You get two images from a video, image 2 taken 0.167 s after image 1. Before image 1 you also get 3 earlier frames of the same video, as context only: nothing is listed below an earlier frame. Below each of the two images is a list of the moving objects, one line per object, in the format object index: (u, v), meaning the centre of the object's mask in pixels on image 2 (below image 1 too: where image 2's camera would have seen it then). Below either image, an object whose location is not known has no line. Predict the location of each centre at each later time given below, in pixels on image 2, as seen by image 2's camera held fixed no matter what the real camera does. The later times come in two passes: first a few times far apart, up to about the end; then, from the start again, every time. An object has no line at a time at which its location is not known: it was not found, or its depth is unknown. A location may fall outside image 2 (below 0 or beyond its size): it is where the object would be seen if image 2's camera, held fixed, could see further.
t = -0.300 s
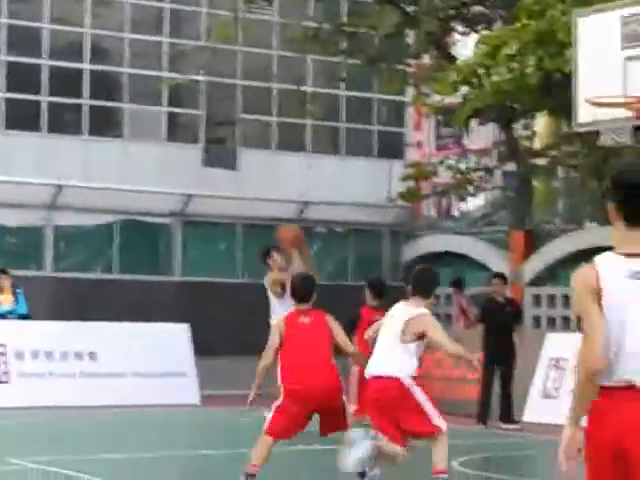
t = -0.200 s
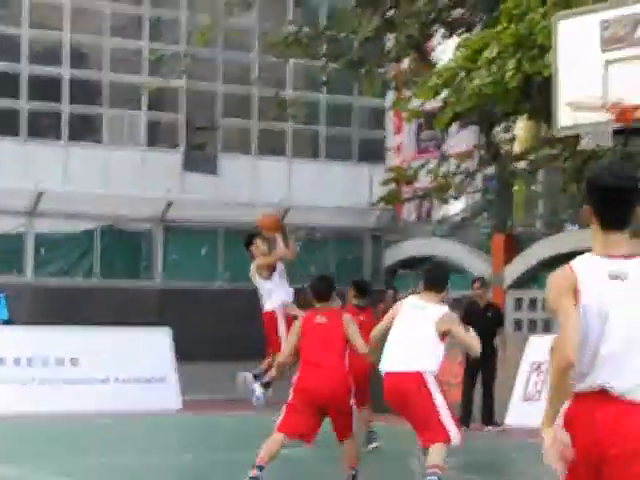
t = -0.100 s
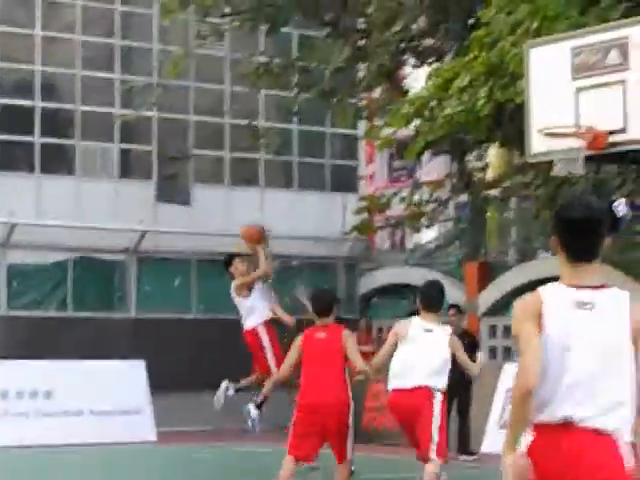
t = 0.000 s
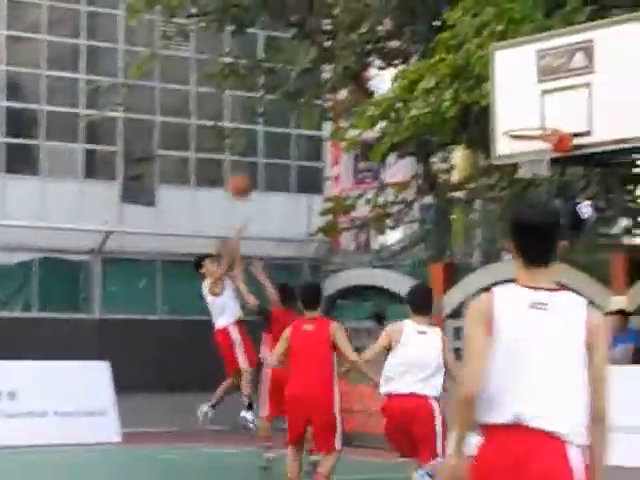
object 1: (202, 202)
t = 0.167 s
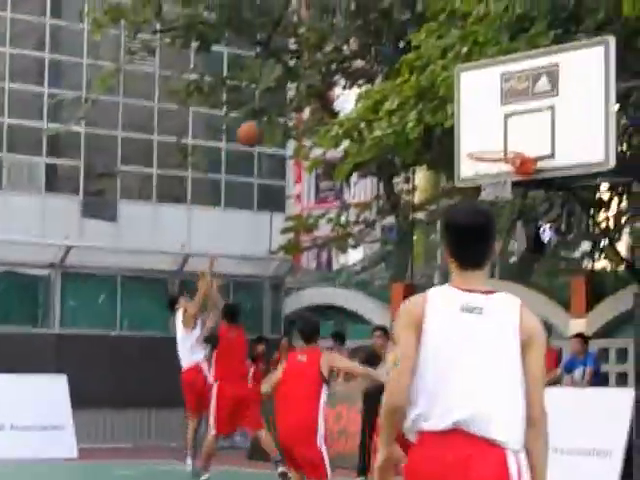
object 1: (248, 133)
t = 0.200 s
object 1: (258, 122)
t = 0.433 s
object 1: (329, 77)
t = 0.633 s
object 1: (390, 81)
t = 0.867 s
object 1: (467, 138)
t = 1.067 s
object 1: (483, 128)
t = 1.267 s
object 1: (500, 164)
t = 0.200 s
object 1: (258, 122)
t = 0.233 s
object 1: (268, 112)
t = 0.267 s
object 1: (279, 104)
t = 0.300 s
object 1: (289, 96)
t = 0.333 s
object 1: (298, 91)
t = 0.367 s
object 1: (308, 85)
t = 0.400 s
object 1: (317, 80)
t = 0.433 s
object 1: (329, 77)
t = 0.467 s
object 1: (339, 74)
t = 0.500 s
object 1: (350, 74)
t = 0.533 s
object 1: (362, 73)
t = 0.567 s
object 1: (370, 75)
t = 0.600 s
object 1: (382, 77)
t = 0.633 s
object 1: (390, 81)
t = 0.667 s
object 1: (404, 87)
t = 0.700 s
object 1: (414, 92)
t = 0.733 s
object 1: (425, 102)
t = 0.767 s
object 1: (436, 110)
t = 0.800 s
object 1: (448, 121)
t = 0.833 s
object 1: (459, 132)
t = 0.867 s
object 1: (467, 138)
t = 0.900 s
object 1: (469, 133)
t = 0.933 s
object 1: (472, 130)
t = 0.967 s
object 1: (475, 127)
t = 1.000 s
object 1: (478, 126)
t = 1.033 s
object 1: (481, 126)
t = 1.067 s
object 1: (483, 128)
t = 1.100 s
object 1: (486, 130)
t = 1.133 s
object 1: (489, 134)
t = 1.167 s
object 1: (492, 140)
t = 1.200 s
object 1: (495, 148)
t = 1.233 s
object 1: (498, 155)
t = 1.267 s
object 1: (500, 164)
